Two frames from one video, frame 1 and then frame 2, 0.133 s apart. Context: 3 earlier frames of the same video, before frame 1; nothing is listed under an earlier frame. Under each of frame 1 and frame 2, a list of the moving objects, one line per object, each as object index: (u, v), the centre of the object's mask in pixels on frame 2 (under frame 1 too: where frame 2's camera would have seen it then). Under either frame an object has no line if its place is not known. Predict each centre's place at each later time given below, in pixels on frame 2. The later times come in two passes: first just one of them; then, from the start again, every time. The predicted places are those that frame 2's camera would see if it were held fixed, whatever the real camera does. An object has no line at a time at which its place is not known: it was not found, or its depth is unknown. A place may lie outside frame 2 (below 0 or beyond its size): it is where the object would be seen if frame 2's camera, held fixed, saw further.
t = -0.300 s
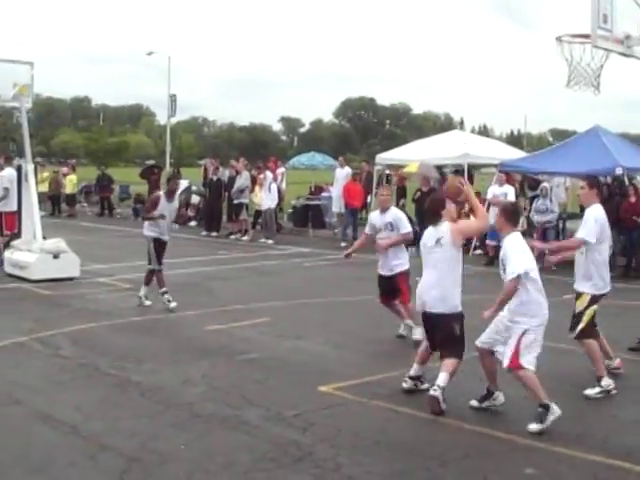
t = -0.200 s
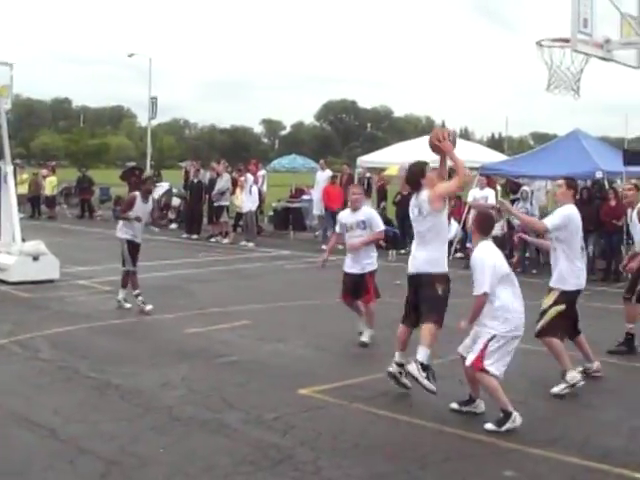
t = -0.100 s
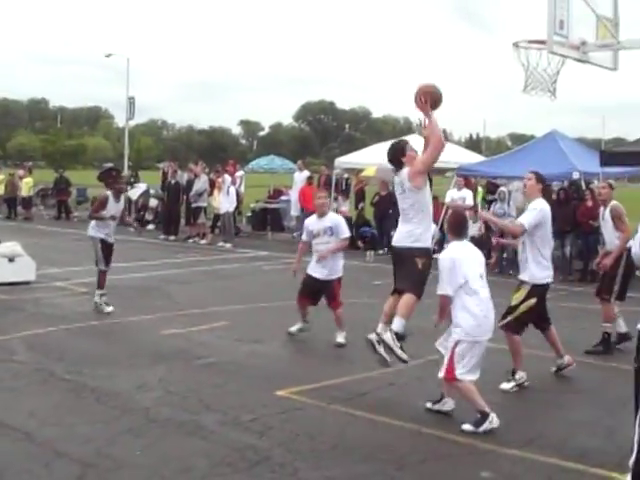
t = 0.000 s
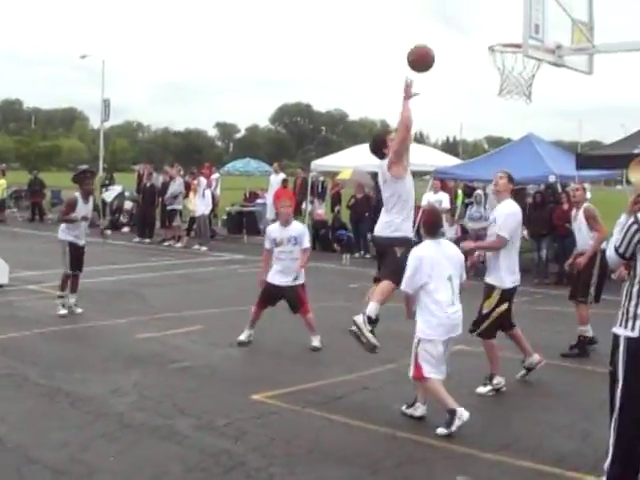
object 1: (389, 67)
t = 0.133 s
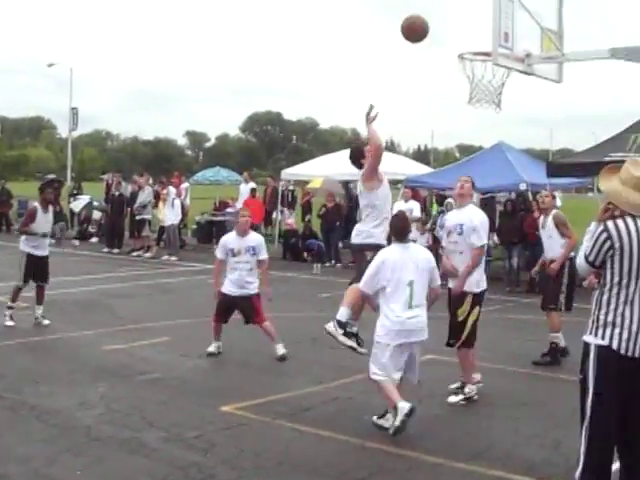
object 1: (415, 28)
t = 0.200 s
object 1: (426, 17)
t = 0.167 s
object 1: (420, 22)
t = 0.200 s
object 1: (426, 17)
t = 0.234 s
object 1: (432, 13)
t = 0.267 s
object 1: (439, 10)
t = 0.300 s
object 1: (445, 9)
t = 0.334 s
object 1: (450, 9)
